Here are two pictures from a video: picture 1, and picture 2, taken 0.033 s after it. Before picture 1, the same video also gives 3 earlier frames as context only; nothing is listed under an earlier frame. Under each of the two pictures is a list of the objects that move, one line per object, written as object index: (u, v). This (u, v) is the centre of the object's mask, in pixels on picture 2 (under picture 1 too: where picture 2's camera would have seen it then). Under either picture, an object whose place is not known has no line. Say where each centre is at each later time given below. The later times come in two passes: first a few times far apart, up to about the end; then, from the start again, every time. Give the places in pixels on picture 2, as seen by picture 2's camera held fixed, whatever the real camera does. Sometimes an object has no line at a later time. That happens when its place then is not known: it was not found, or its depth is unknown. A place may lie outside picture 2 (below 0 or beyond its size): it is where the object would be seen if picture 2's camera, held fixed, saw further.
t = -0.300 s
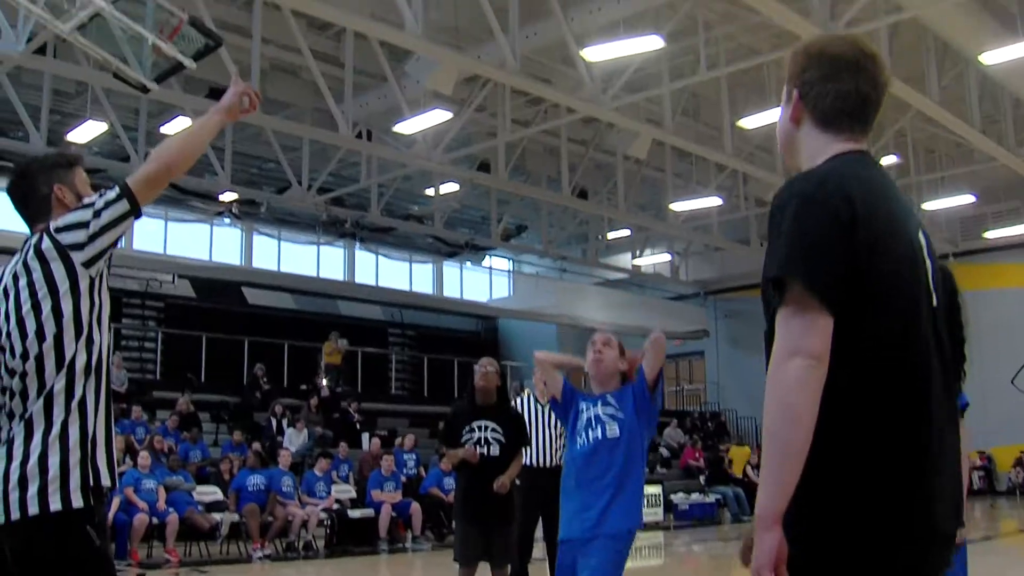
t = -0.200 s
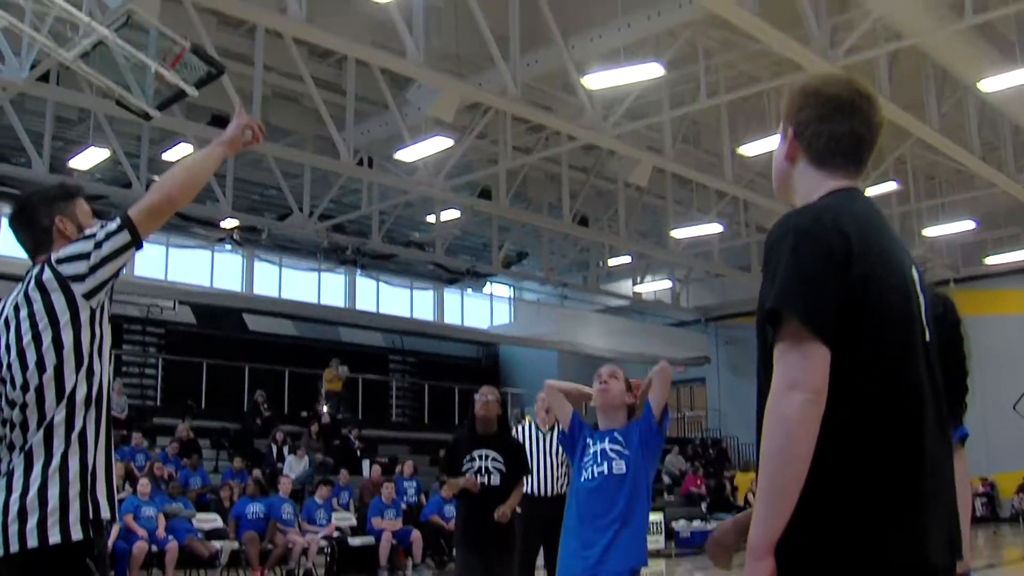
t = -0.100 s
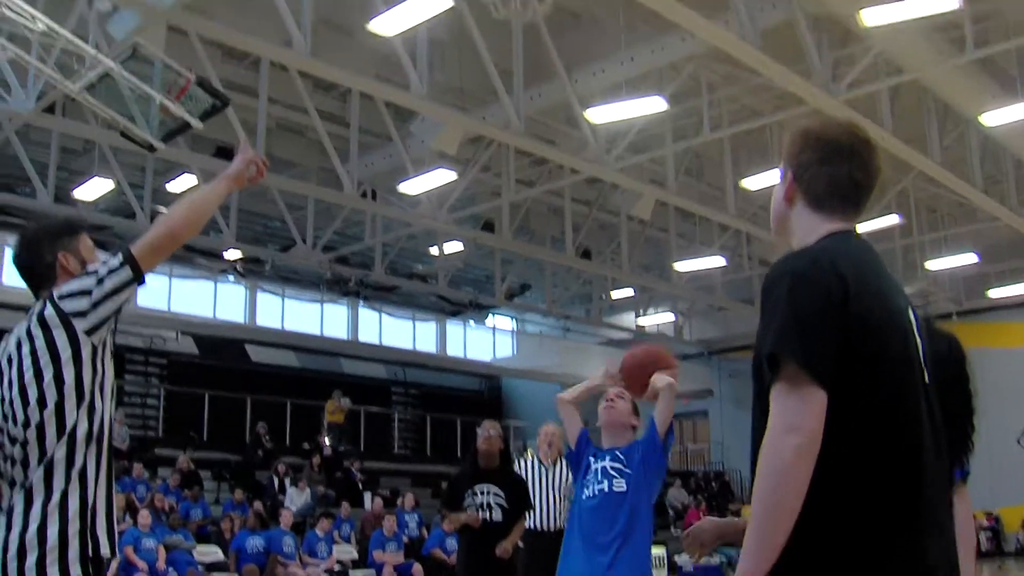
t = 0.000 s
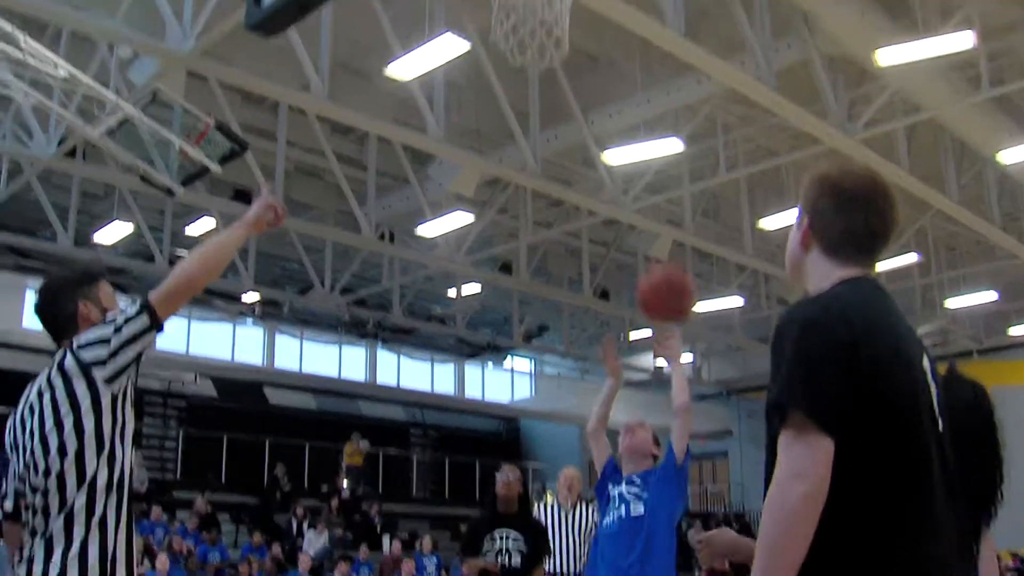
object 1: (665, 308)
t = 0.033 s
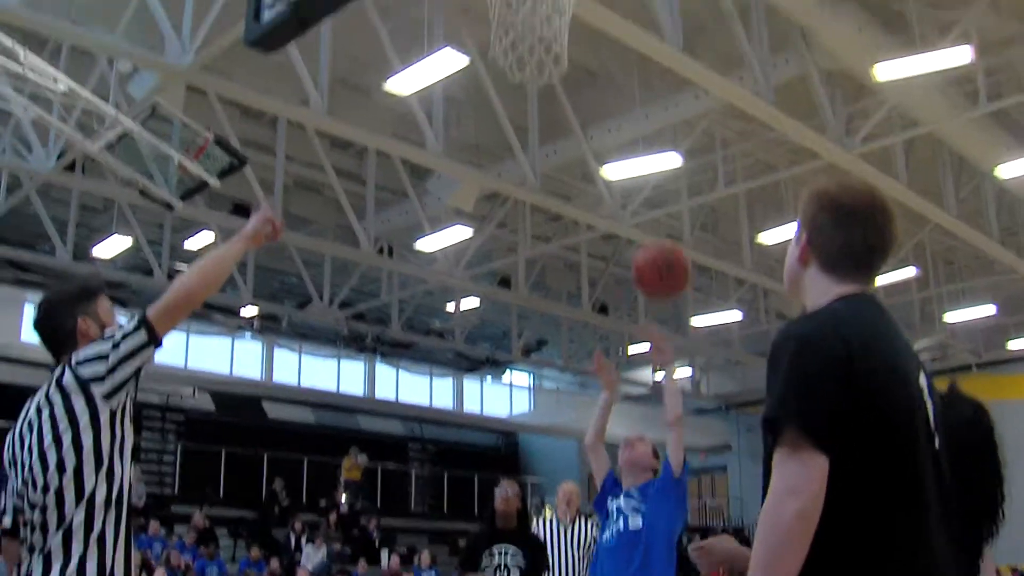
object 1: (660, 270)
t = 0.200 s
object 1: (643, 111)
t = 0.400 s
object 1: (626, -12)
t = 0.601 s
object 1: (640, -56)
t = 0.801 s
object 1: (726, -1)
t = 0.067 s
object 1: (657, 234)
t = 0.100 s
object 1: (654, 200)
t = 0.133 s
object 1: (651, 168)
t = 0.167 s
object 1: (648, 137)
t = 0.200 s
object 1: (643, 111)
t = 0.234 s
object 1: (639, 85)
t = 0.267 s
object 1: (636, 61)
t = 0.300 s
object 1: (634, 40)
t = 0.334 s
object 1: (631, 20)
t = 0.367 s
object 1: (628, 3)
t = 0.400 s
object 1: (626, -12)
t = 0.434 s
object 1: (625, -25)
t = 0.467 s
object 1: (624, -36)
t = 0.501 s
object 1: (623, -44)
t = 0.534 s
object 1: (622, -50)
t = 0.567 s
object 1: (630, -54)
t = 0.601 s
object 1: (640, -56)
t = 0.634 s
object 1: (654, -53)
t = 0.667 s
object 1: (667, -49)
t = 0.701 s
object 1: (682, -41)
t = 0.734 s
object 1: (697, -30)
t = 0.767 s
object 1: (710, -18)
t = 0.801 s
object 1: (726, -1)
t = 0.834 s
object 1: (741, 20)
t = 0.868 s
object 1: (756, 42)
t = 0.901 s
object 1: (772, 68)
